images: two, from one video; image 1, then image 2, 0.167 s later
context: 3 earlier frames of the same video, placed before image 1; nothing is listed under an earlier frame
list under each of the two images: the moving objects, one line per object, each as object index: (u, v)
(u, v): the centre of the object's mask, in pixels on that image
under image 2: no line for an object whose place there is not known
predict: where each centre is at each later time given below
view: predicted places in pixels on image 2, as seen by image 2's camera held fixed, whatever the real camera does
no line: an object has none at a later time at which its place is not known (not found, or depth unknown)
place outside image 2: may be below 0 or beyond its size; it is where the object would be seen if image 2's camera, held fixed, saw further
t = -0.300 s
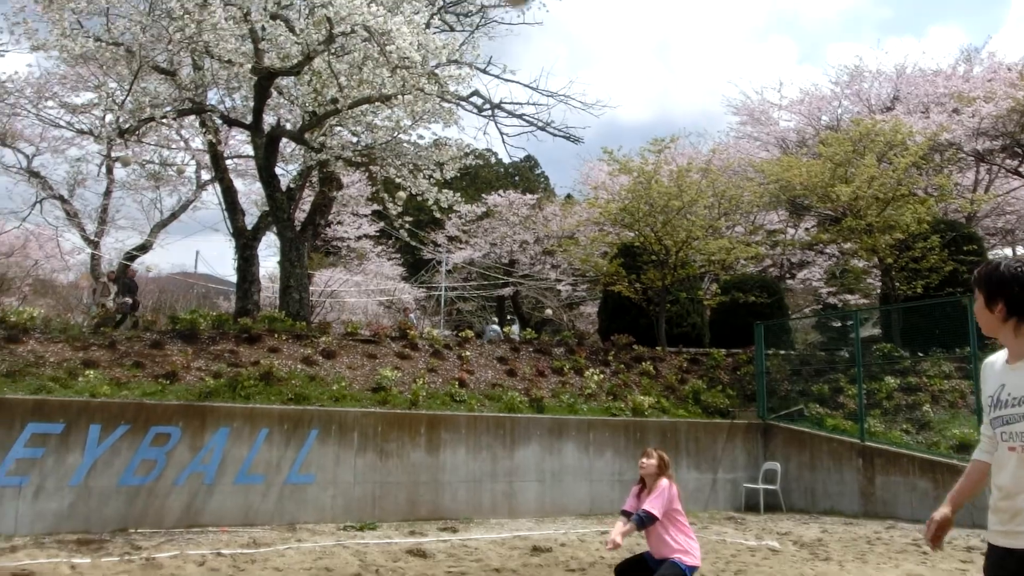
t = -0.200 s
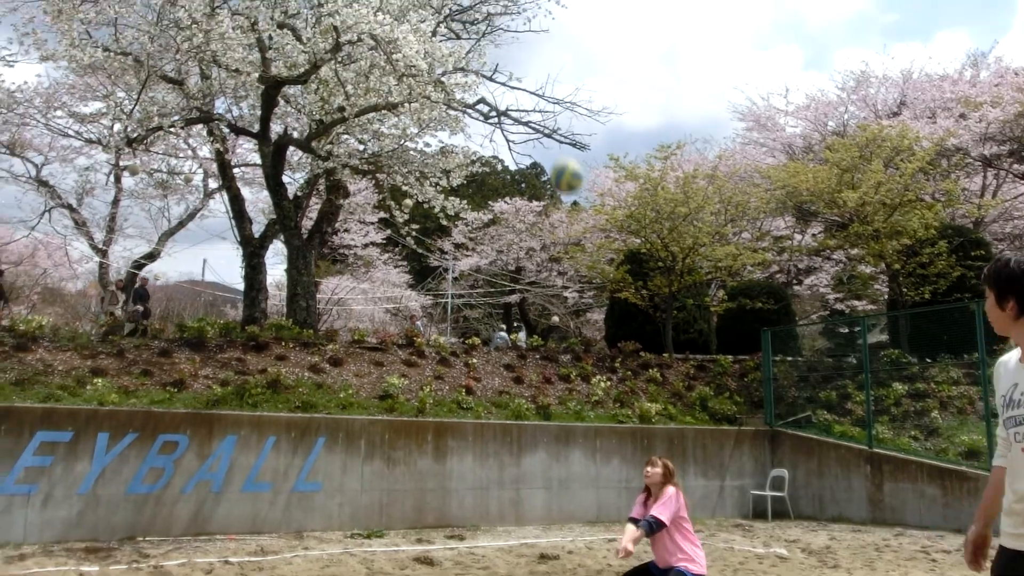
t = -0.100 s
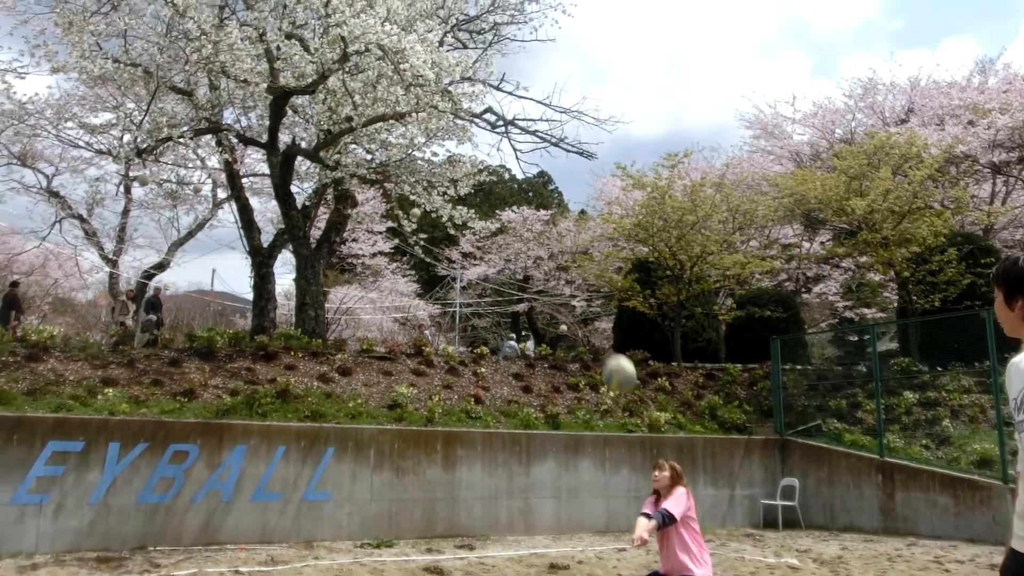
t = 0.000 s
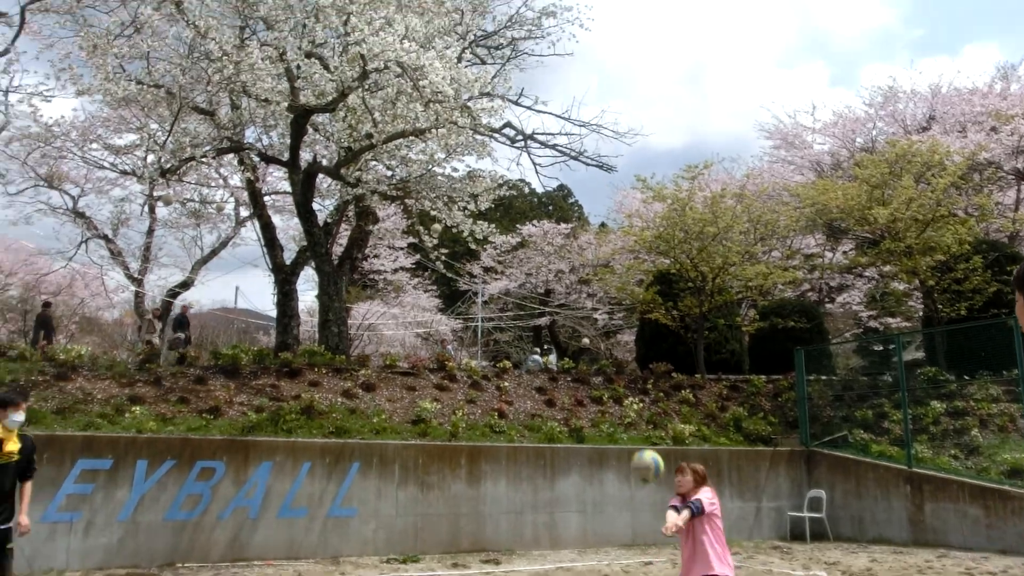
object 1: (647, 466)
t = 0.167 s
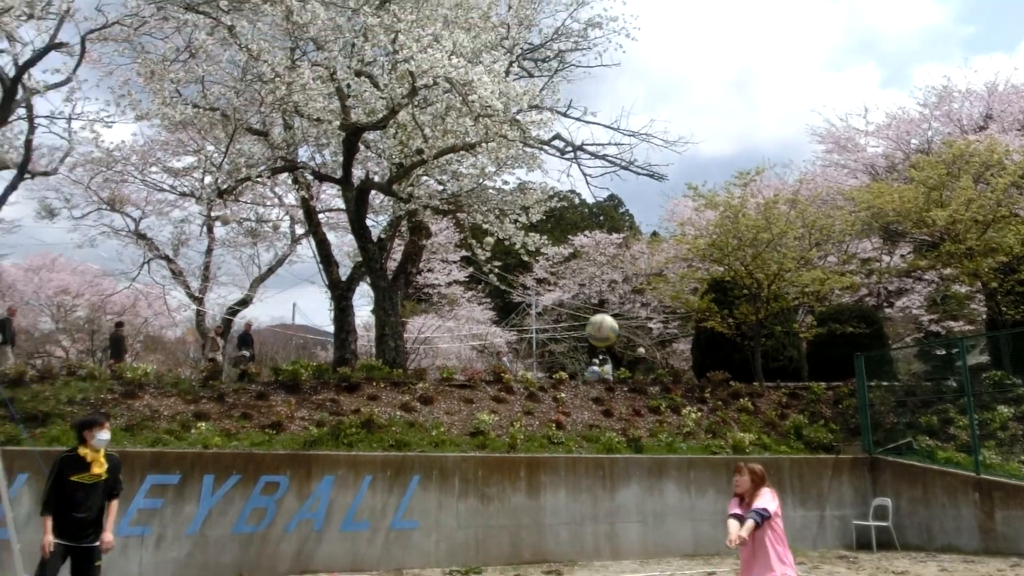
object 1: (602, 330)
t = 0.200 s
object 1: (582, 308)
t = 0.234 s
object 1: (565, 287)
